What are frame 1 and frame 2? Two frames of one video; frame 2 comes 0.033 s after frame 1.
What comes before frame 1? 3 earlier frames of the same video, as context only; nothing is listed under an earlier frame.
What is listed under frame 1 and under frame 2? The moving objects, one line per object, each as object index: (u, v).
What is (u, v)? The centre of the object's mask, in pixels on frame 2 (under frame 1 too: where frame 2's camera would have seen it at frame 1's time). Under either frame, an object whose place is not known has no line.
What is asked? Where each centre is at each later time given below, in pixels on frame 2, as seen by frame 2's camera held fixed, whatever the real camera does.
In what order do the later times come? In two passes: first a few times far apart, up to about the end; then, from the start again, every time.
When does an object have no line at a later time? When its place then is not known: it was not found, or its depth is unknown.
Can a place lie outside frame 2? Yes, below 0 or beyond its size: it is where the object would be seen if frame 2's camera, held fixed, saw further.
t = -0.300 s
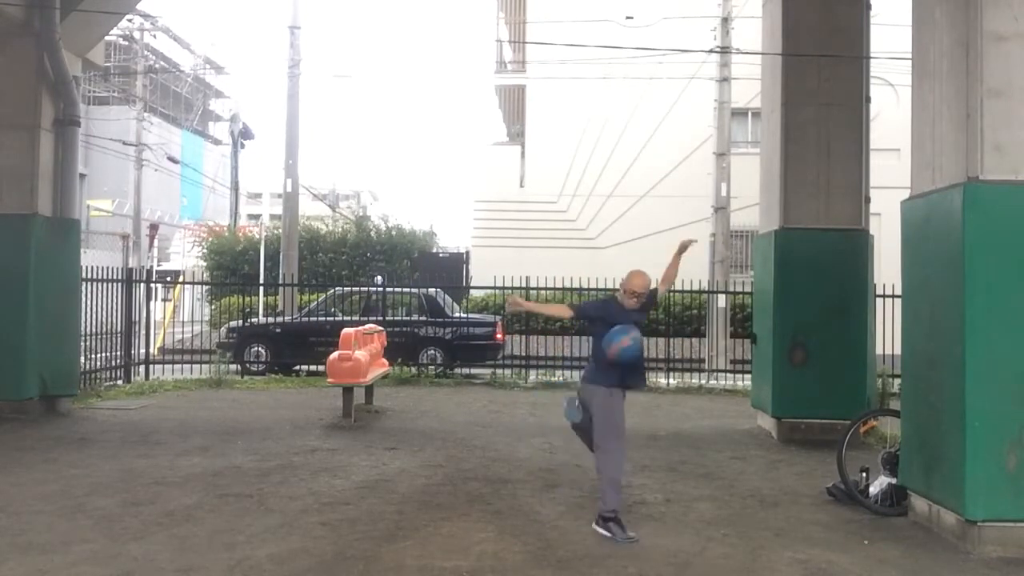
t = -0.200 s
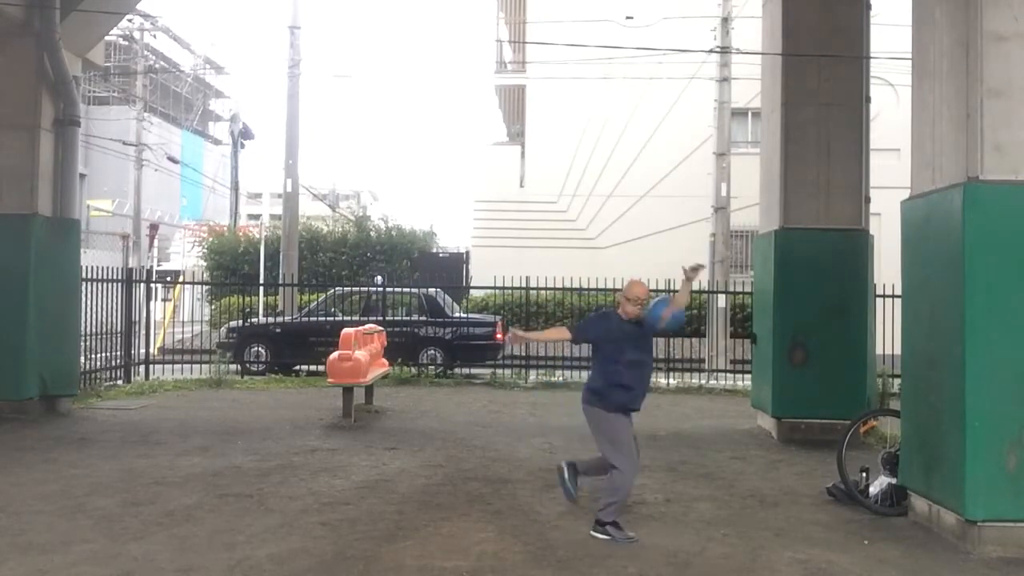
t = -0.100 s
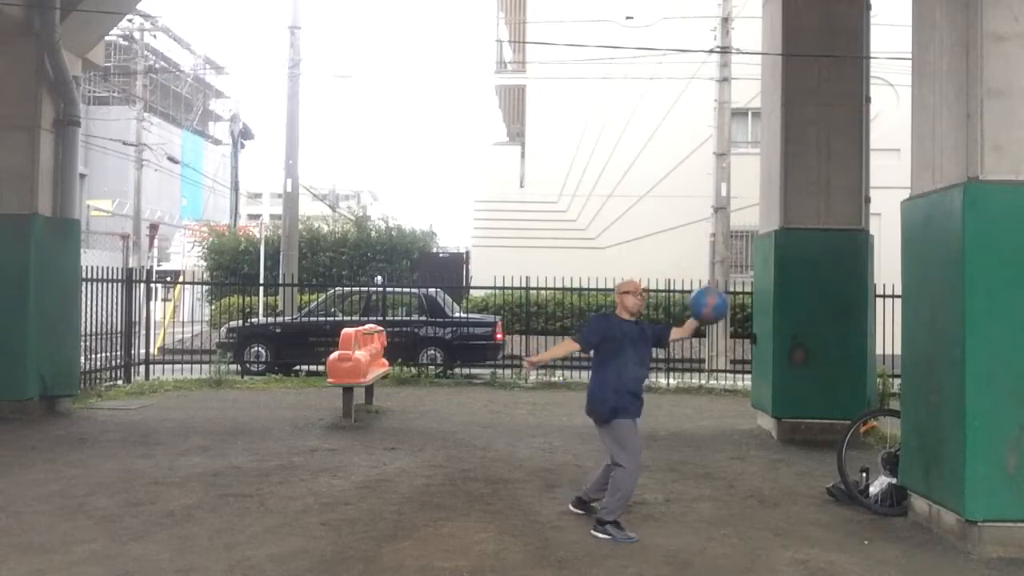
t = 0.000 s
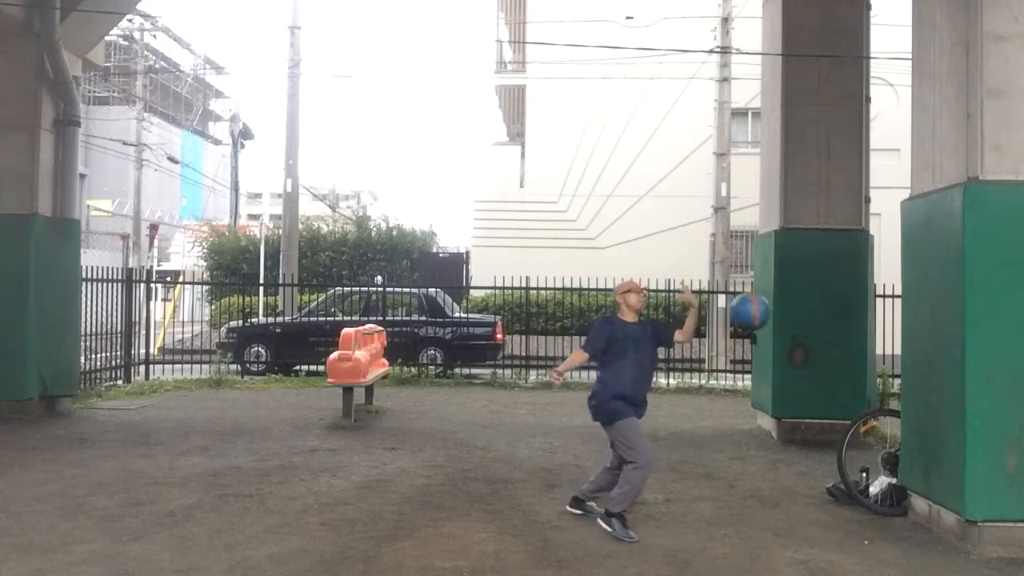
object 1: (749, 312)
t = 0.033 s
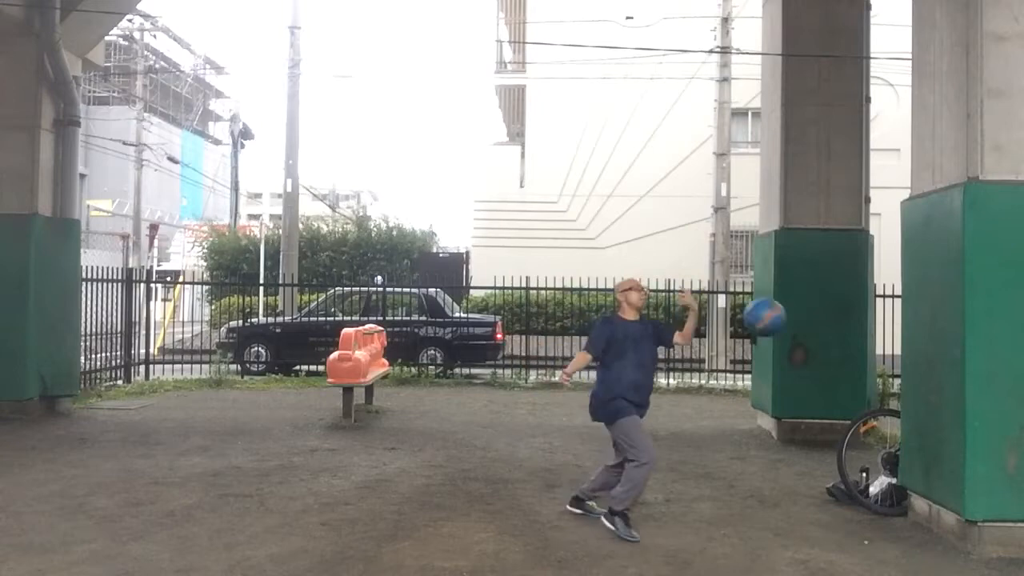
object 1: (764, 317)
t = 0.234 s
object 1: (849, 391)
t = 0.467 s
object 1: (932, 517)
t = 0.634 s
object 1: (856, 507)
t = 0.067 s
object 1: (779, 325)
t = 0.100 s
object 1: (793, 334)
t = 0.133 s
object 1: (807, 345)
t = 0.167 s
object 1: (822, 360)
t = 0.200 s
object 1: (835, 375)
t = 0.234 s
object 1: (849, 391)
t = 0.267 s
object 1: (864, 412)
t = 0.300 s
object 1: (878, 432)
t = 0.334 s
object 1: (892, 456)
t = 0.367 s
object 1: (906, 482)
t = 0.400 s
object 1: (921, 509)
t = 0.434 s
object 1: (934, 537)
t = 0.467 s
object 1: (932, 517)
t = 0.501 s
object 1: (917, 510)
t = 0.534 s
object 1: (903, 507)
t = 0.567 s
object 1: (888, 505)
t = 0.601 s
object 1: (872, 505)
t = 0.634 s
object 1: (856, 507)
